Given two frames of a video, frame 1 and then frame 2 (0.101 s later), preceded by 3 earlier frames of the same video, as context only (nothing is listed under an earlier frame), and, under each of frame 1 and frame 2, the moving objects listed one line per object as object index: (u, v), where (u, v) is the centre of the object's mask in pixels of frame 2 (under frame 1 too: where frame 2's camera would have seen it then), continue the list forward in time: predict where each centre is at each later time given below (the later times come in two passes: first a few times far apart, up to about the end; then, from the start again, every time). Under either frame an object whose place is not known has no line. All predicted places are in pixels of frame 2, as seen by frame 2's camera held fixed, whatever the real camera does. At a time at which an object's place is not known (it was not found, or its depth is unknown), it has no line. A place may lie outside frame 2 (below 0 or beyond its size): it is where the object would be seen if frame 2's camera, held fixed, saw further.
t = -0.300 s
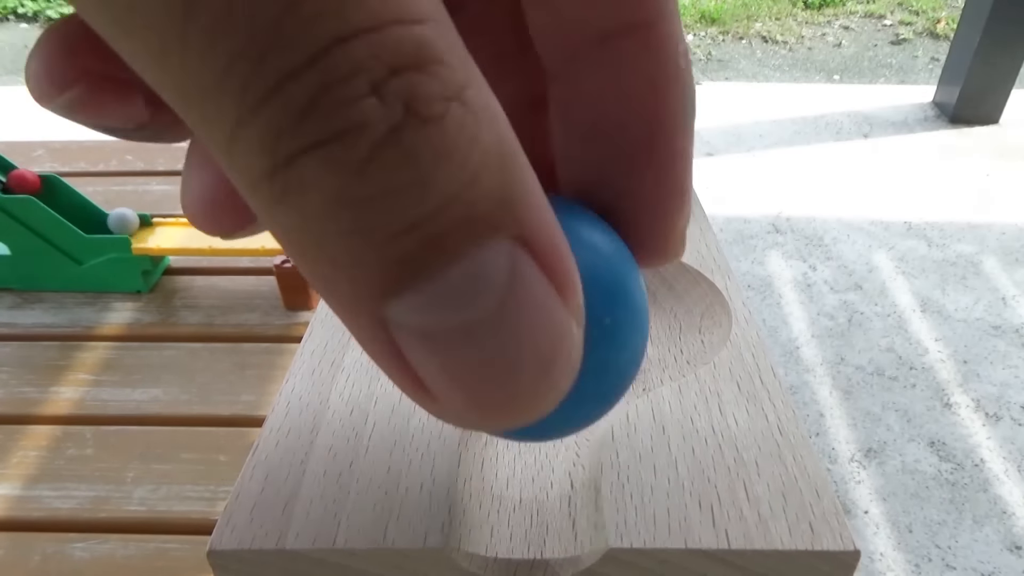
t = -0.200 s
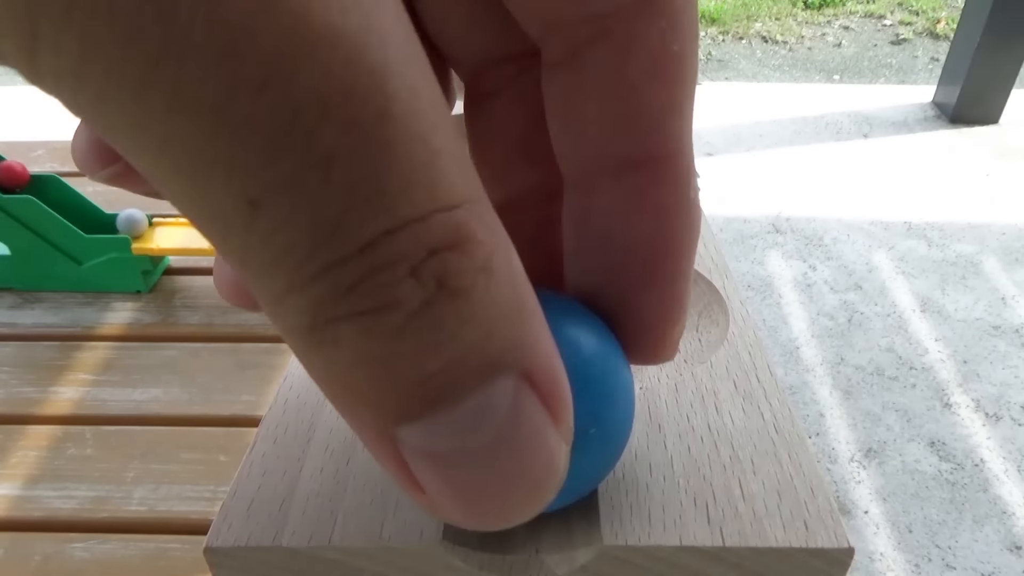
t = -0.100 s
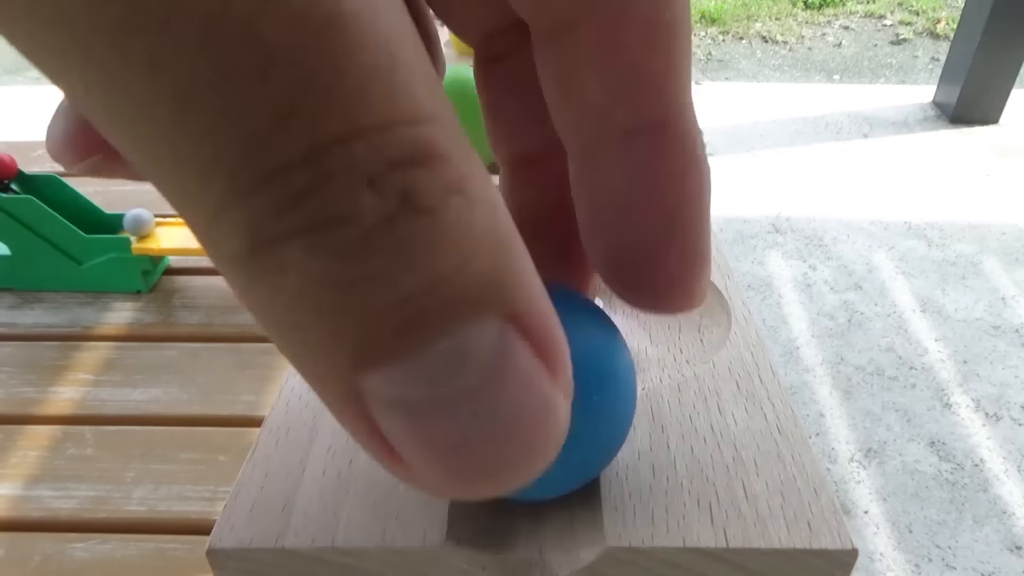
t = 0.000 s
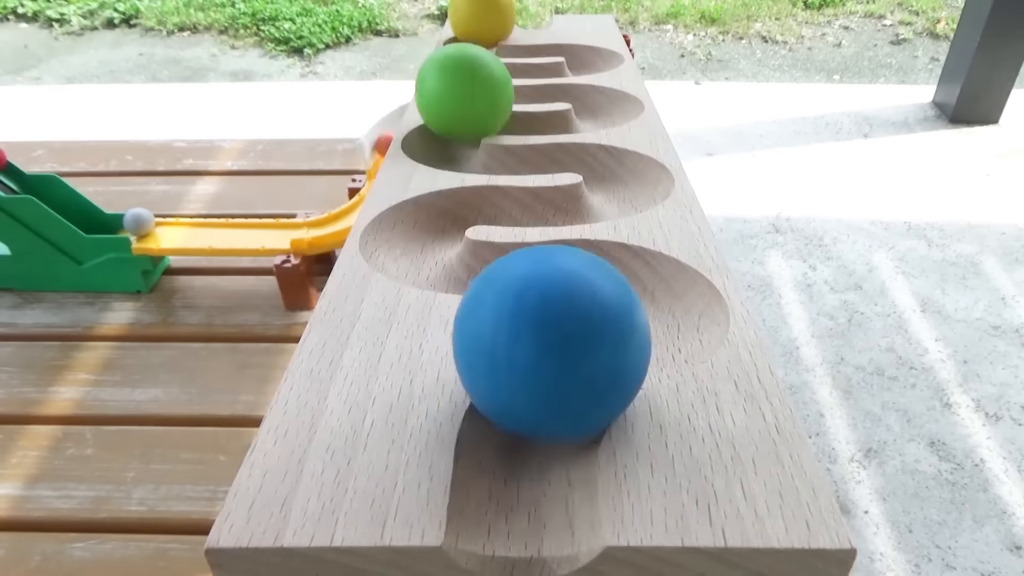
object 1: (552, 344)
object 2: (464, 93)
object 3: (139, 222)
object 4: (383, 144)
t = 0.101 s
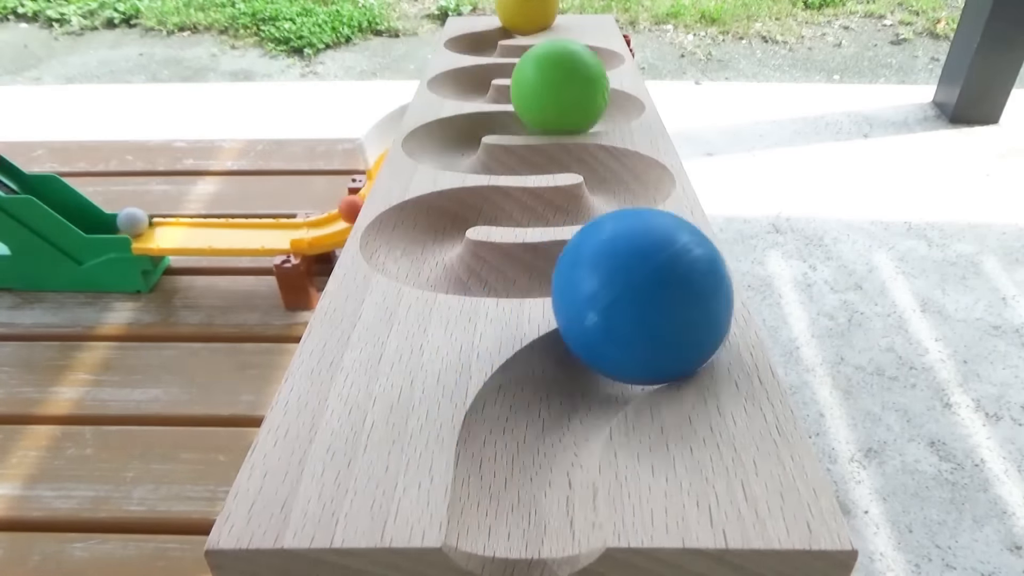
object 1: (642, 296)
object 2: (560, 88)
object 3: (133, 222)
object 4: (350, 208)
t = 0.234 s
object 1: (596, 223)
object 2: (595, 68)
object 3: (120, 222)
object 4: (246, 230)
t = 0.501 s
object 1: (496, 159)
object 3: (90, 230)
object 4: (116, 222)
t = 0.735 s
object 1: (577, 122)
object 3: (97, 226)
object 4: (128, 222)
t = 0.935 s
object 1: (450, 99)
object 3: (90, 229)
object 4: (115, 222)
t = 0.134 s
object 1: (668, 277)
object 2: (587, 87)
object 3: (130, 221)
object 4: (325, 222)
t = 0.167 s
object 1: (668, 254)
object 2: (605, 81)
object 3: (126, 221)
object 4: (297, 226)
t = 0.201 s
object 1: (641, 233)
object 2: (609, 75)
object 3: (124, 221)
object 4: (271, 230)
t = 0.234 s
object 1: (596, 223)
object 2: (595, 68)
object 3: (120, 222)
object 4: (246, 230)
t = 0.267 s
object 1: (548, 225)
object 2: (567, 63)
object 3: (116, 222)
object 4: (223, 229)
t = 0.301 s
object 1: (503, 226)
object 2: (537, 63)
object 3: (111, 223)
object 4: (202, 227)
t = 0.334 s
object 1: (460, 223)
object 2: (511, 65)
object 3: (104, 224)
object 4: (183, 225)
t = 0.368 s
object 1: (424, 215)
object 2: (485, 64)
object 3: (97, 227)
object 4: (165, 223)
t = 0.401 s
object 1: (408, 199)
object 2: (465, 61)
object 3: (96, 227)
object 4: (148, 220)
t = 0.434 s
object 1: (420, 181)
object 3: (97, 227)
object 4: (131, 225)
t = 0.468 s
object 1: (454, 167)
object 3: (93, 227)
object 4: (120, 224)
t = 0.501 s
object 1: (496, 159)
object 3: (90, 230)
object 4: (116, 222)
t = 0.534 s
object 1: (535, 162)
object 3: (92, 230)
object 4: (118, 222)
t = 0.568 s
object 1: (571, 165)
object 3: (94, 229)
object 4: (123, 222)
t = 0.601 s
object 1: (605, 161)
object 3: (92, 226)
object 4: (127, 222)
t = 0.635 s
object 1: (627, 152)
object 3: (90, 223)
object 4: (128, 222)
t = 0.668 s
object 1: (630, 139)
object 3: (90, 223)
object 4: (128, 222)
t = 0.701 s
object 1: (612, 128)
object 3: (91, 222)
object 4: (128, 222)
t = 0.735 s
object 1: (577, 122)
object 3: (97, 226)
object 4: (128, 222)
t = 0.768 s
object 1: (539, 122)
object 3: (96, 227)
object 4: (127, 222)
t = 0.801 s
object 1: (506, 124)
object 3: (95, 228)
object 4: (125, 222)
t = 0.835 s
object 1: (474, 123)
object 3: (94, 229)
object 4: (124, 222)
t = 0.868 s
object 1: (449, 118)
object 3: (93, 230)
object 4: (121, 222)
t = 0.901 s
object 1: (439, 109)
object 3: (93, 229)
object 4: (119, 222)
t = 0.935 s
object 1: (450, 99)
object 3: (90, 229)
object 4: (115, 222)
